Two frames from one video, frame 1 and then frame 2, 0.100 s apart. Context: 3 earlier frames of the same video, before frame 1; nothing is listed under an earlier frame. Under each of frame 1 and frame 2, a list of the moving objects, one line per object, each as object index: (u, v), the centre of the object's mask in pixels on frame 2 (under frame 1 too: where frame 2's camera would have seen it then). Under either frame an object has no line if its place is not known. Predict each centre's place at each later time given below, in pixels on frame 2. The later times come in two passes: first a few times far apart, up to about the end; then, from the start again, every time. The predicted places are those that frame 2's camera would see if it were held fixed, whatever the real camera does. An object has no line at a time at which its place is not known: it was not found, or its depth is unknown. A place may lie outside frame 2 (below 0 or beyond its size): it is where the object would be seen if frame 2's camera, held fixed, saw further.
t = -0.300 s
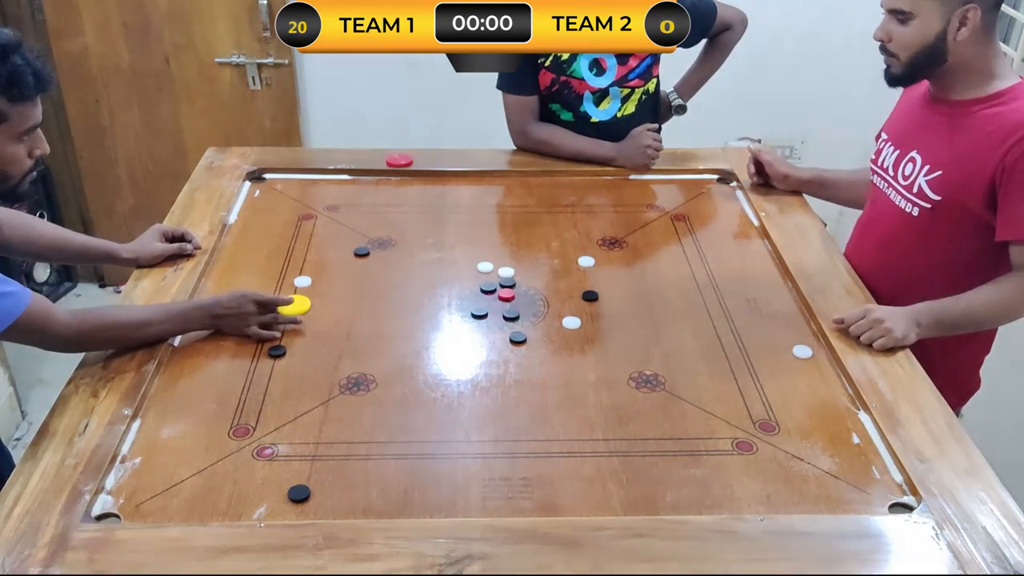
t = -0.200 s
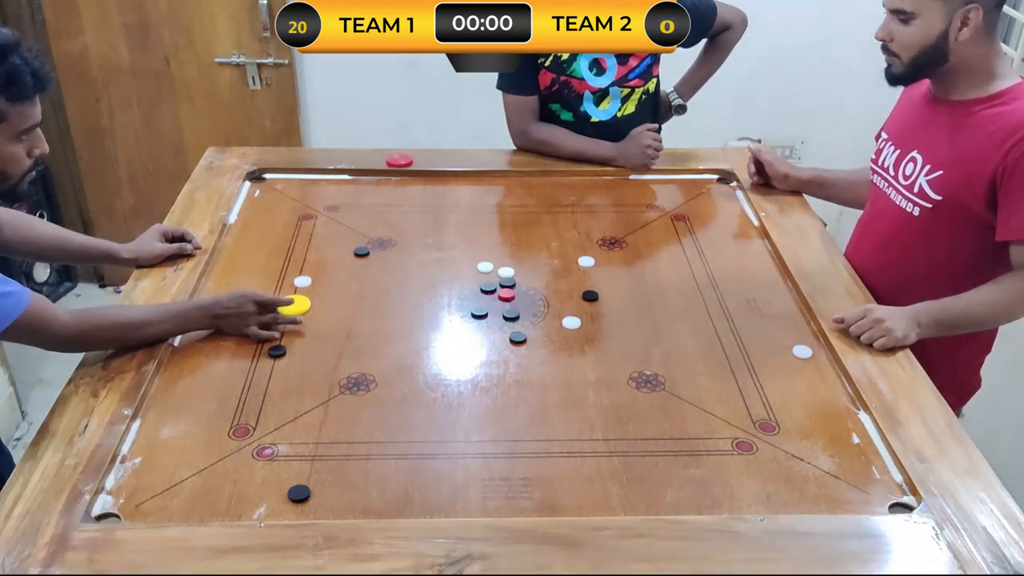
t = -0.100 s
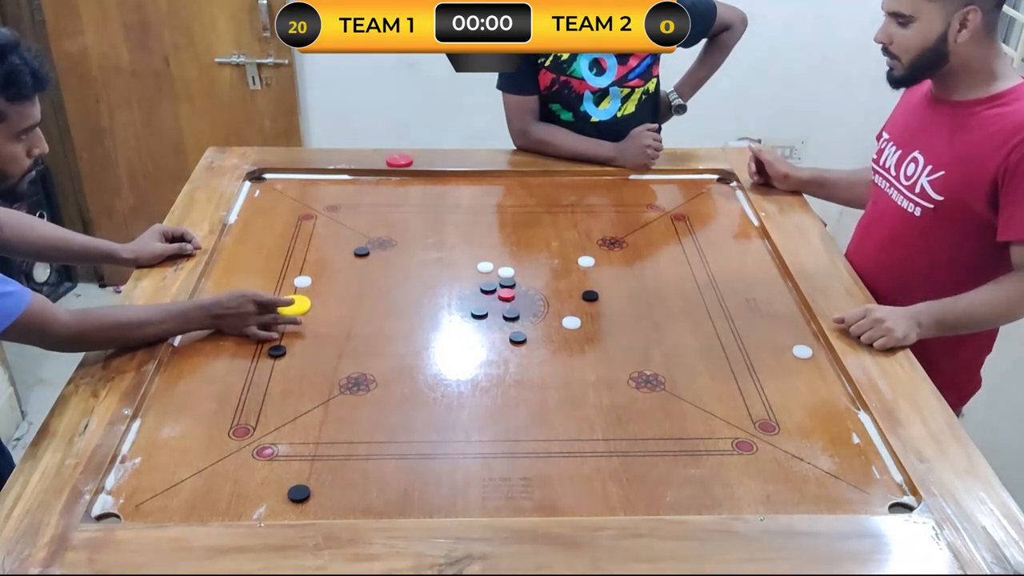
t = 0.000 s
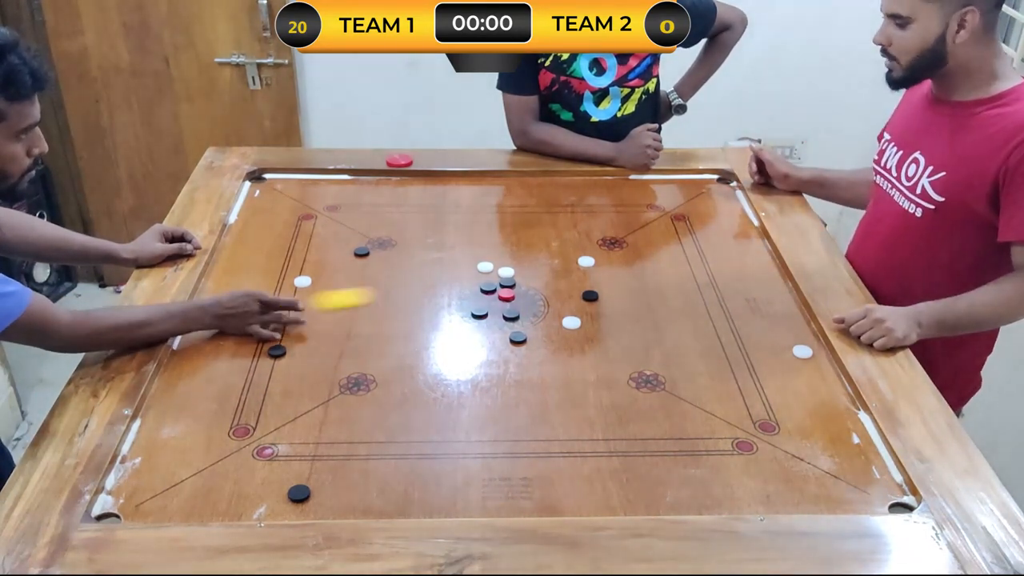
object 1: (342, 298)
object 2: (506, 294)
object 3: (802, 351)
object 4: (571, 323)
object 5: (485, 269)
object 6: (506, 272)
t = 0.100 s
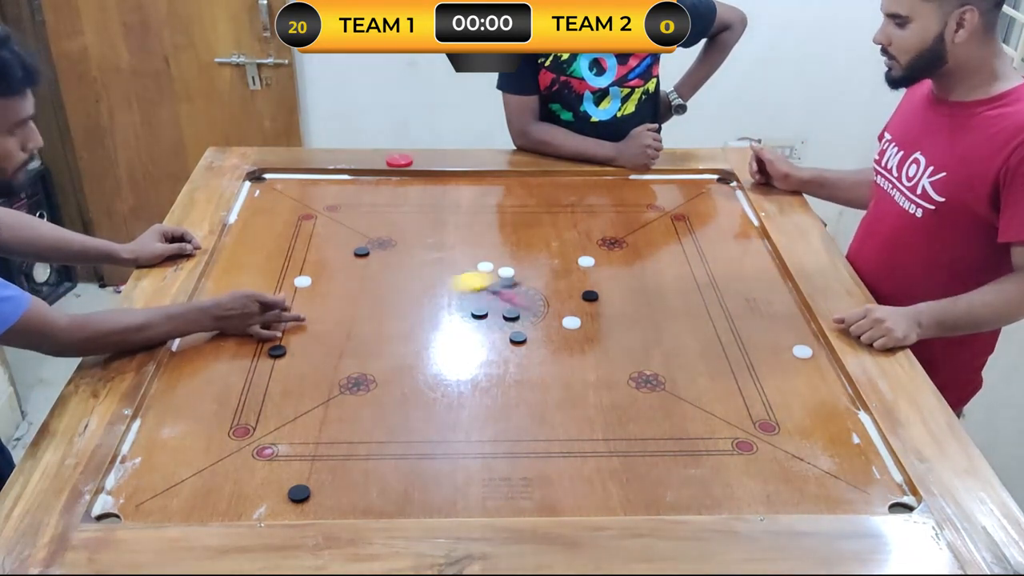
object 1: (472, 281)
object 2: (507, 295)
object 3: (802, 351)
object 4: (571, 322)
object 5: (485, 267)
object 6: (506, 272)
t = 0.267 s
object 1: (526, 266)
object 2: (556, 322)
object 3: (802, 351)
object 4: (727, 385)
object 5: (522, 207)
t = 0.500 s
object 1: (559, 256)
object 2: (556, 322)
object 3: (819, 362)
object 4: (900, 497)
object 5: (567, 206)
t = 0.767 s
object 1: (562, 254)
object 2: (556, 322)
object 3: (828, 409)
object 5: (612, 252)
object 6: (699, 178)
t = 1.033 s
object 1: (562, 255)
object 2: (556, 322)
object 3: (828, 419)
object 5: (641, 283)
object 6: (675, 181)
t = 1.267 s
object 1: (562, 255)
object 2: (556, 322)
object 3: (828, 419)
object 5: (650, 294)
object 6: (672, 182)
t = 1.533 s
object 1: (562, 255)
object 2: (556, 322)
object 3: (828, 419)
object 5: (650, 294)
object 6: (673, 182)
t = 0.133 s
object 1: (490, 276)
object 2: (550, 315)
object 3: (802, 351)
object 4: (571, 323)
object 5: (491, 257)
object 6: (519, 268)
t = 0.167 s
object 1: (500, 273)
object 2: (556, 320)
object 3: (802, 351)
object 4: (605, 336)
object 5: (500, 244)
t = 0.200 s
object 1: (509, 271)
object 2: (556, 321)
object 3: (802, 351)
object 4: (645, 352)
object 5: (508, 230)
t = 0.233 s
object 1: (518, 268)
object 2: (556, 322)
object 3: (802, 351)
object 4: (686, 369)
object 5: (515, 219)
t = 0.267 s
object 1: (526, 266)
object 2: (556, 322)
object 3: (802, 351)
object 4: (727, 385)
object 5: (522, 207)
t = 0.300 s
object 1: (533, 264)
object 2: (556, 322)
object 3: (802, 351)
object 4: (769, 401)
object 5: (529, 197)
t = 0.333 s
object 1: (540, 262)
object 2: (556, 323)
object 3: (802, 351)
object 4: (813, 419)
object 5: (535, 187)
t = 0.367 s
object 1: (546, 261)
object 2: (556, 323)
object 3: (802, 351)
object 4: (854, 436)
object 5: (541, 182)
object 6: (645, 219)
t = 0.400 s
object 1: (551, 259)
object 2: (556, 323)
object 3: (802, 351)
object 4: (877, 451)
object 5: (547, 187)
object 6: (658, 214)
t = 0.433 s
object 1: (554, 258)
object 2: (556, 322)
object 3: (802, 351)
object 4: (886, 467)
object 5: (554, 194)
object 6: (672, 209)
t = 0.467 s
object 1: (557, 257)
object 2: (556, 322)
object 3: (806, 354)
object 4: (893, 482)
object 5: (561, 200)
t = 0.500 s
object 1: (559, 256)
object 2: (556, 322)
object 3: (819, 362)
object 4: (900, 497)
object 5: (567, 206)
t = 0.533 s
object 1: (561, 255)
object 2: (556, 322)
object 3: (829, 369)
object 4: (901, 507)
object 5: (573, 212)
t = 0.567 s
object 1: (562, 255)
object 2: (556, 322)
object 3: (830, 376)
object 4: (902, 509)
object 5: (579, 219)
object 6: (721, 190)
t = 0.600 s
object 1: (562, 255)
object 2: (556, 322)
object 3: (830, 383)
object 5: (585, 224)
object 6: (728, 185)
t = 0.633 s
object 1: (562, 254)
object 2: (556, 322)
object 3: (830, 389)
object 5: (591, 231)
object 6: (723, 183)
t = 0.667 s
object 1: (562, 254)
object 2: (556, 322)
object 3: (829, 395)
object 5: (597, 237)
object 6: (714, 180)
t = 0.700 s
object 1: (562, 255)
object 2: (556, 322)
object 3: (829, 400)
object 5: (602, 242)
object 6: (708, 176)
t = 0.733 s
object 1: (562, 254)
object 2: (556, 322)
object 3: (829, 405)
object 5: (607, 246)
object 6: (704, 179)
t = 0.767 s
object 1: (562, 254)
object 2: (556, 322)
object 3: (828, 409)
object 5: (612, 252)
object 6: (699, 178)
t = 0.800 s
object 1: (562, 254)
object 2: (556, 322)
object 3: (828, 412)
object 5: (616, 256)
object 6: (695, 180)
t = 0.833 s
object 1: (562, 255)
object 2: (556, 322)
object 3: (828, 414)
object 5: (620, 260)
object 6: (692, 180)
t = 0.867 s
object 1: (562, 254)
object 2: (556, 322)
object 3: (828, 417)
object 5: (624, 265)
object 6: (687, 181)
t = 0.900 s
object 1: (562, 255)
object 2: (556, 322)
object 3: (828, 418)
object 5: (628, 269)
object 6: (684, 181)
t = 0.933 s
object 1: (562, 254)
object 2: (556, 322)
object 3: (828, 419)
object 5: (631, 273)
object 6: (681, 181)
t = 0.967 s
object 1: (562, 254)
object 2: (556, 322)
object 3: (828, 419)
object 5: (635, 276)
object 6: (679, 181)
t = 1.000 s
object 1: (562, 255)
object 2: (556, 322)
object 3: (828, 419)
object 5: (638, 280)
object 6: (677, 181)
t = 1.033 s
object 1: (562, 255)
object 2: (556, 322)
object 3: (828, 419)
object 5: (641, 283)
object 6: (675, 181)
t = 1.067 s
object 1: (562, 255)
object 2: (556, 322)
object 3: (828, 419)
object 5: (643, 286)
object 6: (673, 182)
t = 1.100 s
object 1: (562, 255)
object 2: (556, 322)
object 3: (828, 419)
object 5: (645, 288)
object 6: (672, 182)
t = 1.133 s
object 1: (562, 255)
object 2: (556, 322)
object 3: (828, 419)
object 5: (646, 290)
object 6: (672, 182)
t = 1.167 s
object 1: (562, 255)
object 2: (556, 322)
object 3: (828, 419)
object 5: (648, 291)
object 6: (672, 182)
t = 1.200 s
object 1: (562, 255)
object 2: (556, 322)
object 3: (828, 419)
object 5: (649, 293)
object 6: (672, 182)
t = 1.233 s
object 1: (562, 255)
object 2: (556, 322)
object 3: (828, 419)
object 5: (650, 294)
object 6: (673, 182)
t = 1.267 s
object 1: (562, 255)
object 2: (556, 322)
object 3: (828, 419)
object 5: (650, 294)
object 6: (672, 182)
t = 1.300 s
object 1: (562, 255)
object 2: (556, 322)
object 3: (828, 419)
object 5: (650, 294)
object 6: (673, 182)
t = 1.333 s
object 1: (562, 255)
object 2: (556, 322)
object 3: (828, 419)
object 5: (650, 294)
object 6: (673, 182)
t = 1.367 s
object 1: (562, 255)
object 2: (556, 322)
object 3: (828, 419)
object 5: (650, 294)
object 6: (672, 182)
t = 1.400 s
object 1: (562, 255)
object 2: (556, 322)
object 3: (828, 419)
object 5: (650, 294)
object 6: (673, 182)
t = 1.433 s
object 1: (562, 255)
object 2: (556, 322)
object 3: (828, 419)
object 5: (650, 294)
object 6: (673, 182)
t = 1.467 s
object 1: (562, 255)
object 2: (556, 322)
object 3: (828, 419)
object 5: (650, 294)
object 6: (672, 182)
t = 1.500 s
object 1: (562, 255)
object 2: (556, 322)
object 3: (828, 419)
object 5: (650, 294)
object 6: (673, 182)
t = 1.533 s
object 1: (562, 255)
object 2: (556, 322)
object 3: (828, 419)
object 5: (650, 294)
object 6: (673, 182)
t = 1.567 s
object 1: (562, 255)
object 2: (556, 322)
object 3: (828, 419)
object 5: (650, 294)
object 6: (673, 182)
